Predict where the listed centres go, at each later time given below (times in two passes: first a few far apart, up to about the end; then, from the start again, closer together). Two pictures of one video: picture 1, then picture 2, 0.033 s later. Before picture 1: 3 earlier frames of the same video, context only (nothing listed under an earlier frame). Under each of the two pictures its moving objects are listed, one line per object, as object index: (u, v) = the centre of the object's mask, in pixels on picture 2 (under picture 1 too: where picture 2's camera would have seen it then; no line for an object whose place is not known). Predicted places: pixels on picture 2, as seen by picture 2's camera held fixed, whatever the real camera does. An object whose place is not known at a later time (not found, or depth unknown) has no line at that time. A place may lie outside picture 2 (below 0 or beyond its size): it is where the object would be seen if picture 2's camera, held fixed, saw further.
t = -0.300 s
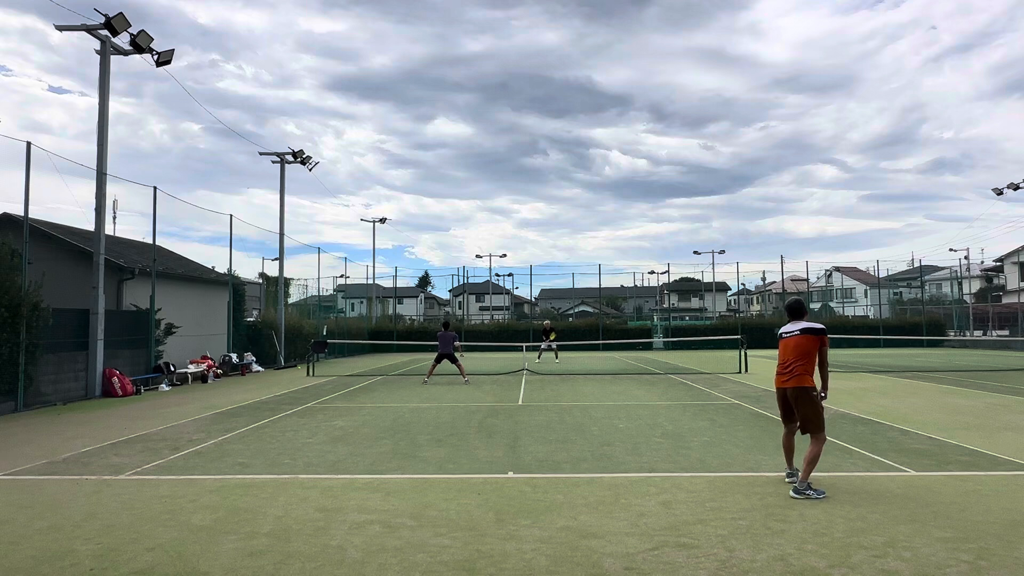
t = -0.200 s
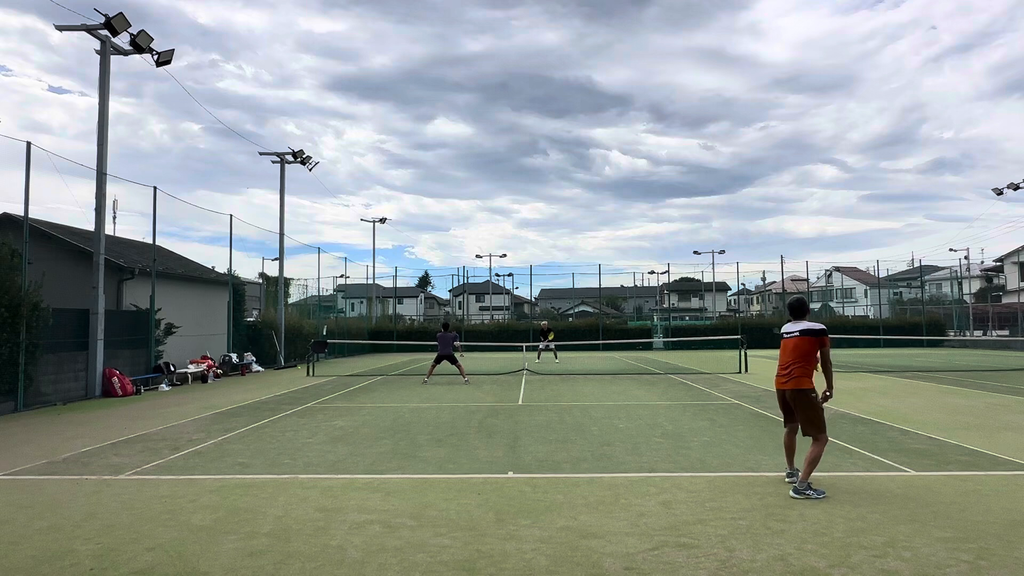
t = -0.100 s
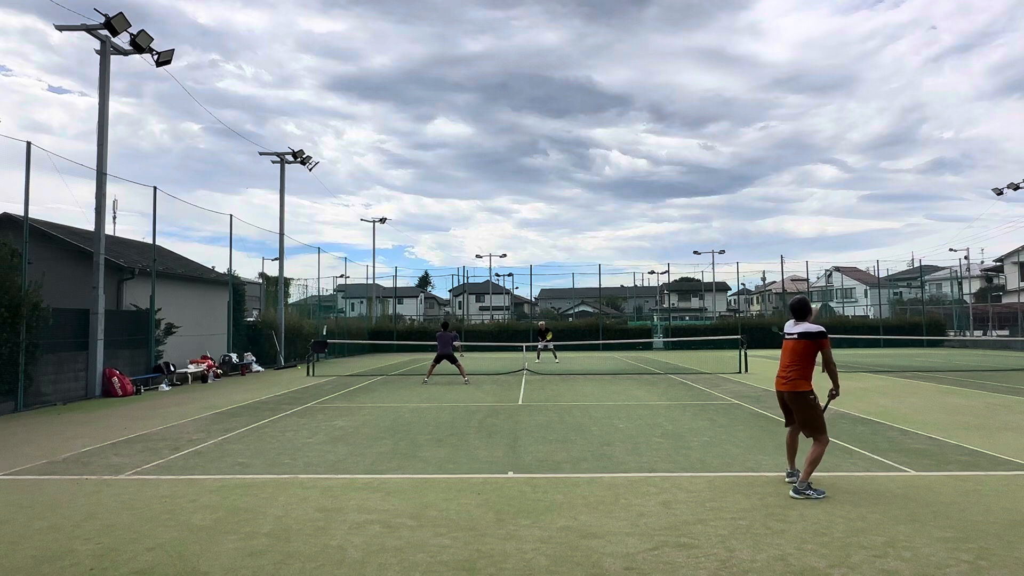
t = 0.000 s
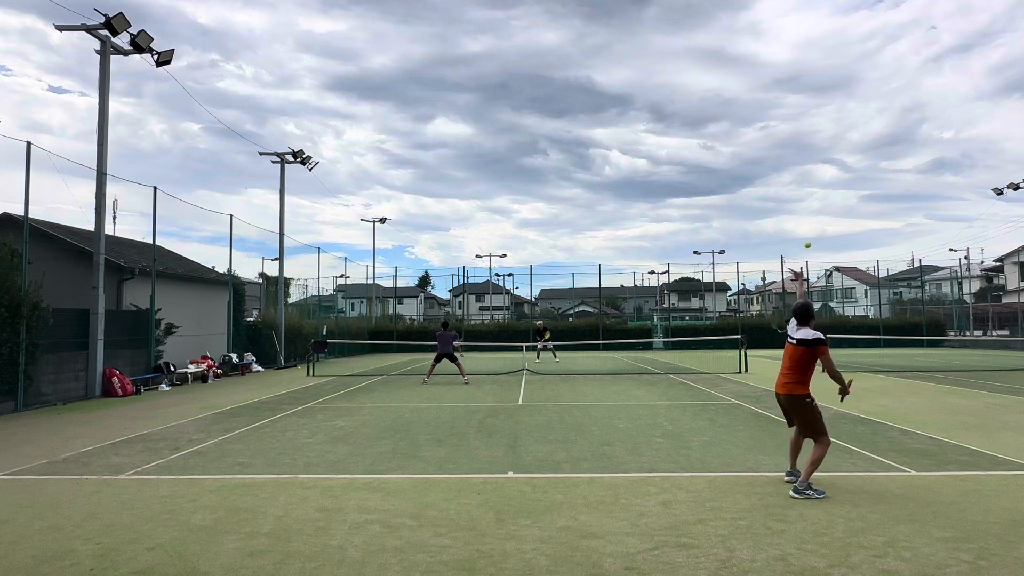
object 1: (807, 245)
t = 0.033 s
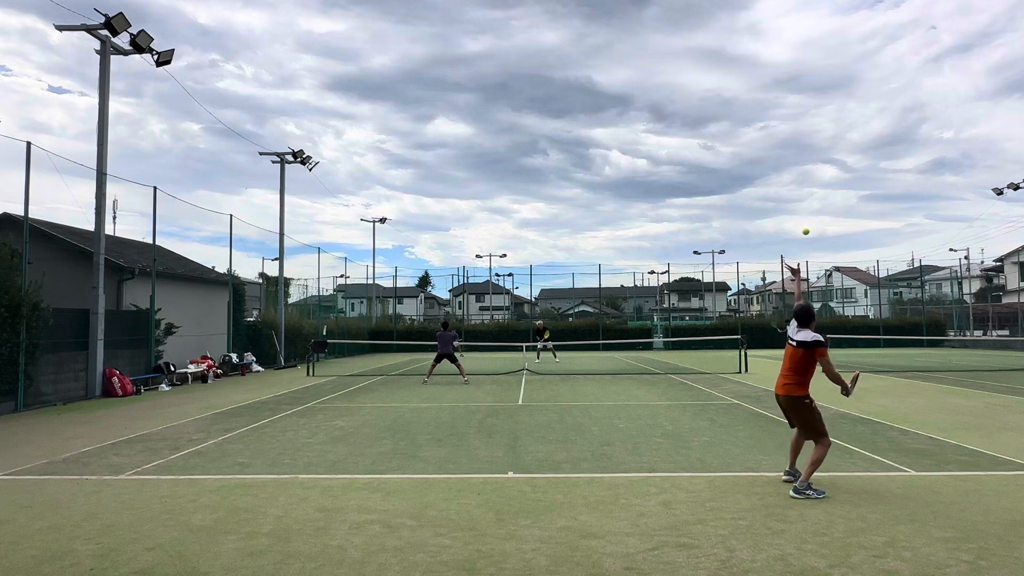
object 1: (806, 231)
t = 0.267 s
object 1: (795, 177)
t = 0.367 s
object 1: (790, 164)
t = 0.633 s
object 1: (776, 181)
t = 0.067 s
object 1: (804, 220)
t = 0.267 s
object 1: (795, 177)
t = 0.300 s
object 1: (794, 171)
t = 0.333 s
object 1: (792, 167)
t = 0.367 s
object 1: (790, 164)
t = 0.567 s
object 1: (781, 166)
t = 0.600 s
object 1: (779, 170)
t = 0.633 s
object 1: (776, 181)
